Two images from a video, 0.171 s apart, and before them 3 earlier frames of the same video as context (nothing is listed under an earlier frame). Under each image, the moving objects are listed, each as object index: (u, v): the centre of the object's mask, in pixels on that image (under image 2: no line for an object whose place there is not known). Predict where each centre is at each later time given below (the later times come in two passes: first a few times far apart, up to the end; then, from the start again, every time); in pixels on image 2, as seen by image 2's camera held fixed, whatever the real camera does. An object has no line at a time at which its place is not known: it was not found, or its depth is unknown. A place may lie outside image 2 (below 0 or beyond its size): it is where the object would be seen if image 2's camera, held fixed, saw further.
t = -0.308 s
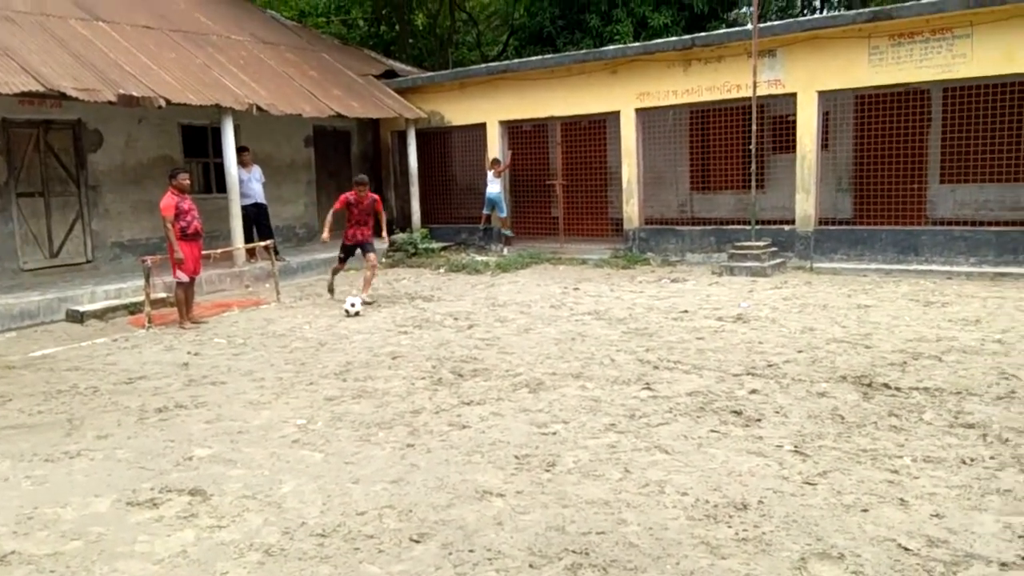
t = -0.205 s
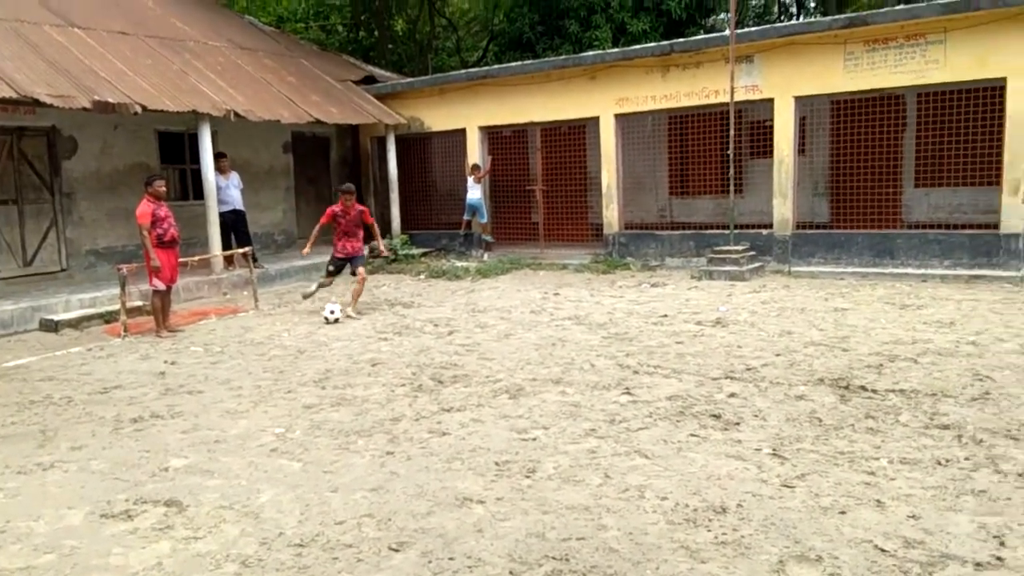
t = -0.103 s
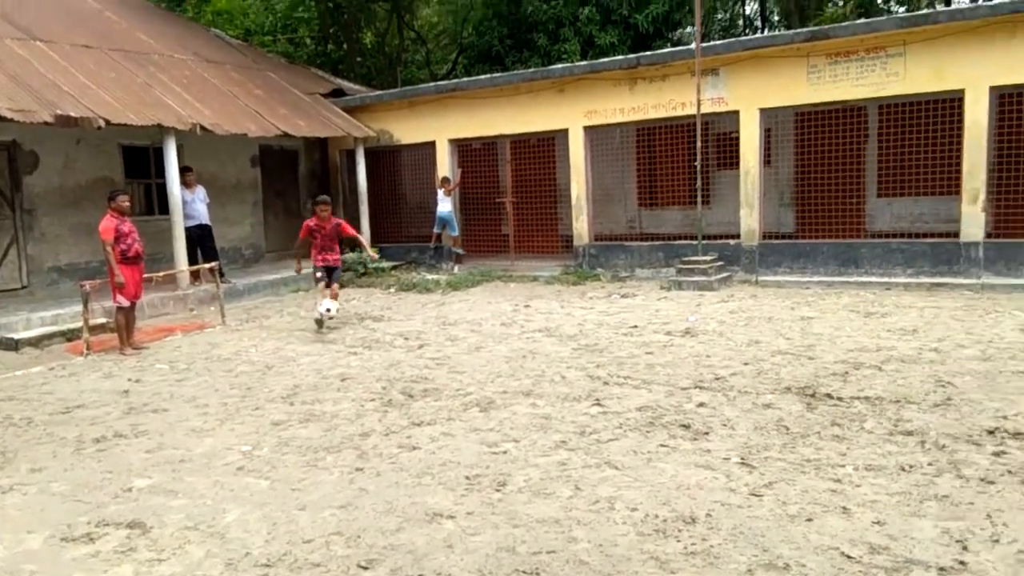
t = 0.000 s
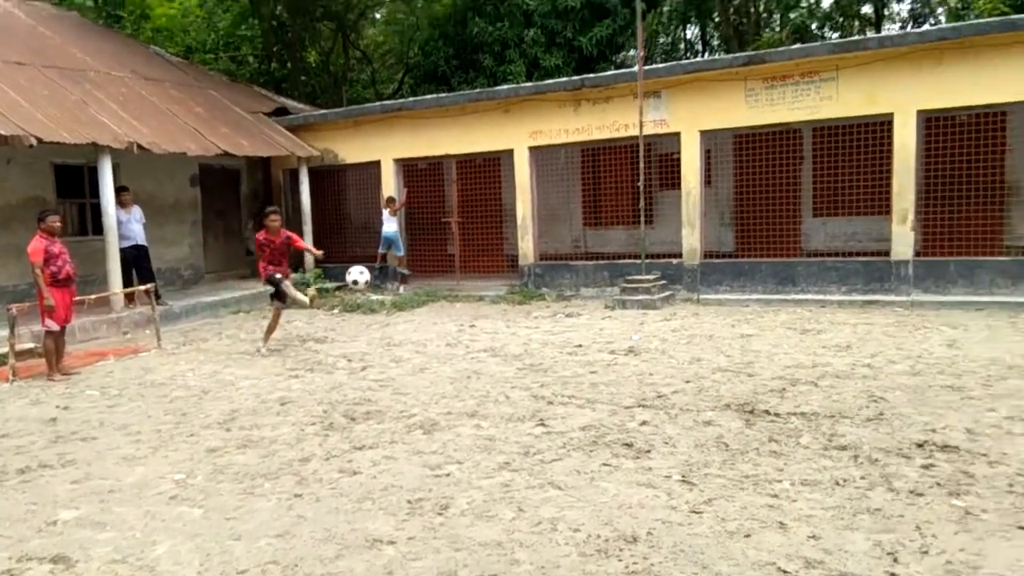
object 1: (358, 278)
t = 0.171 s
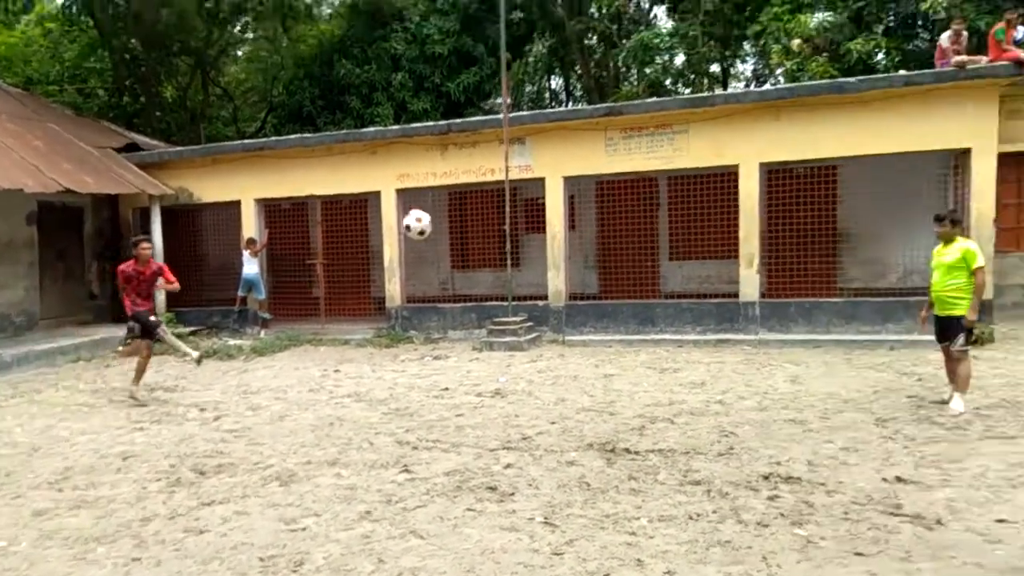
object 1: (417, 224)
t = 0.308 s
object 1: (624, 149)
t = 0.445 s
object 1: (884, 77)
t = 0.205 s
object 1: (464, 205)
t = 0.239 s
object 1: (515, 186)
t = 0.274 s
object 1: (568, 167)
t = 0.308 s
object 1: (624, 149)
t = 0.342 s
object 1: (684, 130)
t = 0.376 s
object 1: (747, 112)
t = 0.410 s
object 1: (813, 95)
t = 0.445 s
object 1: (884, 77)
